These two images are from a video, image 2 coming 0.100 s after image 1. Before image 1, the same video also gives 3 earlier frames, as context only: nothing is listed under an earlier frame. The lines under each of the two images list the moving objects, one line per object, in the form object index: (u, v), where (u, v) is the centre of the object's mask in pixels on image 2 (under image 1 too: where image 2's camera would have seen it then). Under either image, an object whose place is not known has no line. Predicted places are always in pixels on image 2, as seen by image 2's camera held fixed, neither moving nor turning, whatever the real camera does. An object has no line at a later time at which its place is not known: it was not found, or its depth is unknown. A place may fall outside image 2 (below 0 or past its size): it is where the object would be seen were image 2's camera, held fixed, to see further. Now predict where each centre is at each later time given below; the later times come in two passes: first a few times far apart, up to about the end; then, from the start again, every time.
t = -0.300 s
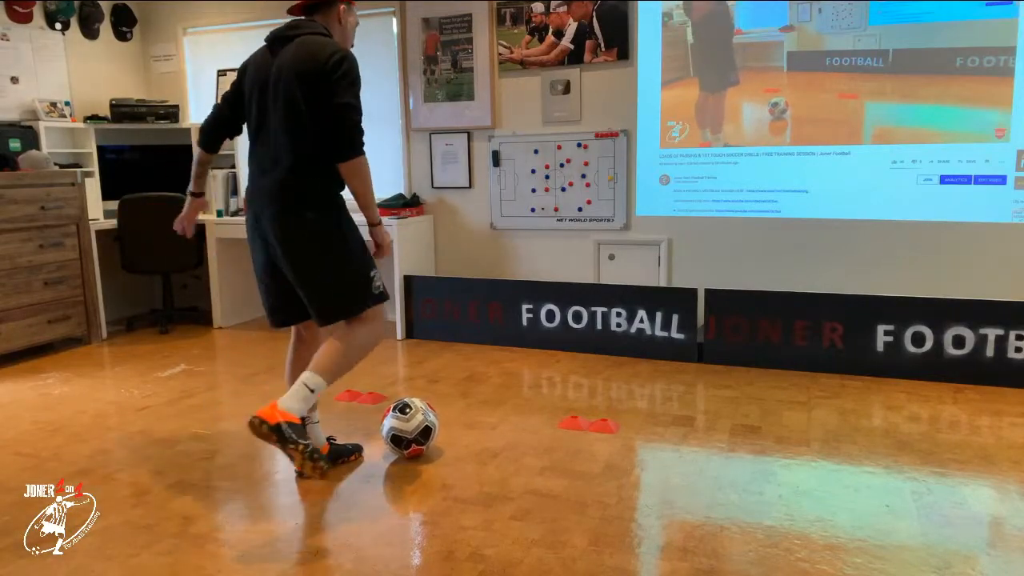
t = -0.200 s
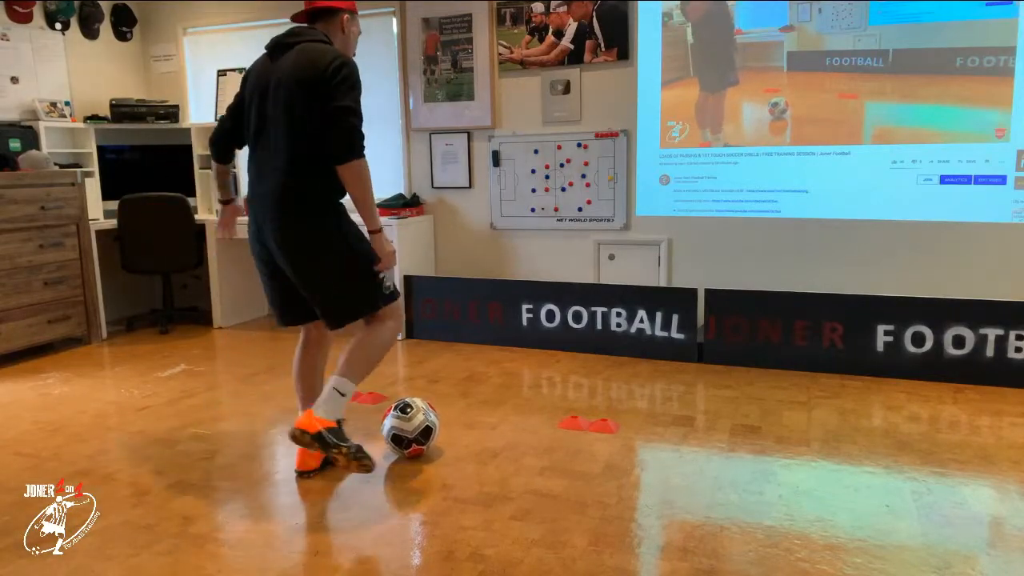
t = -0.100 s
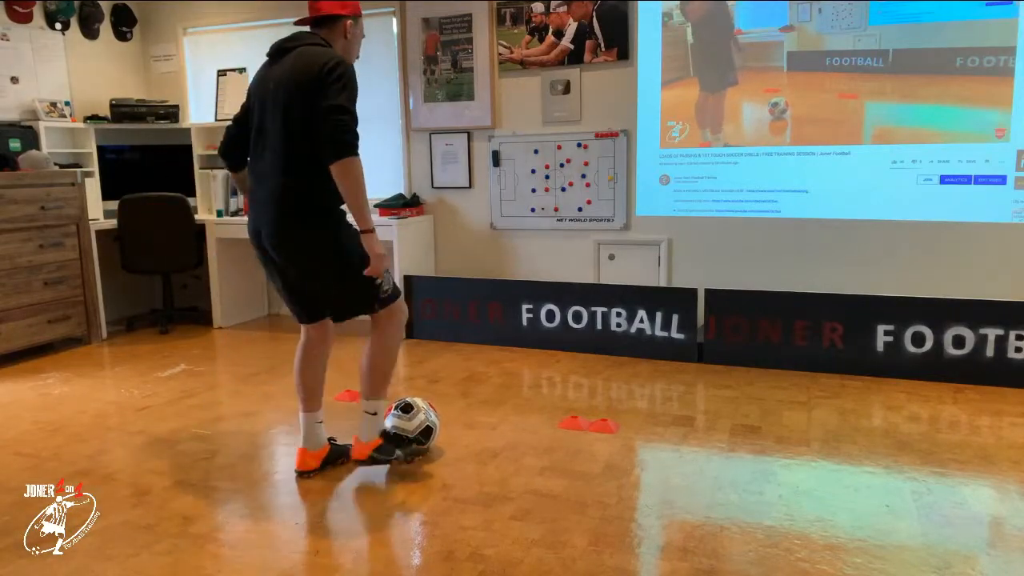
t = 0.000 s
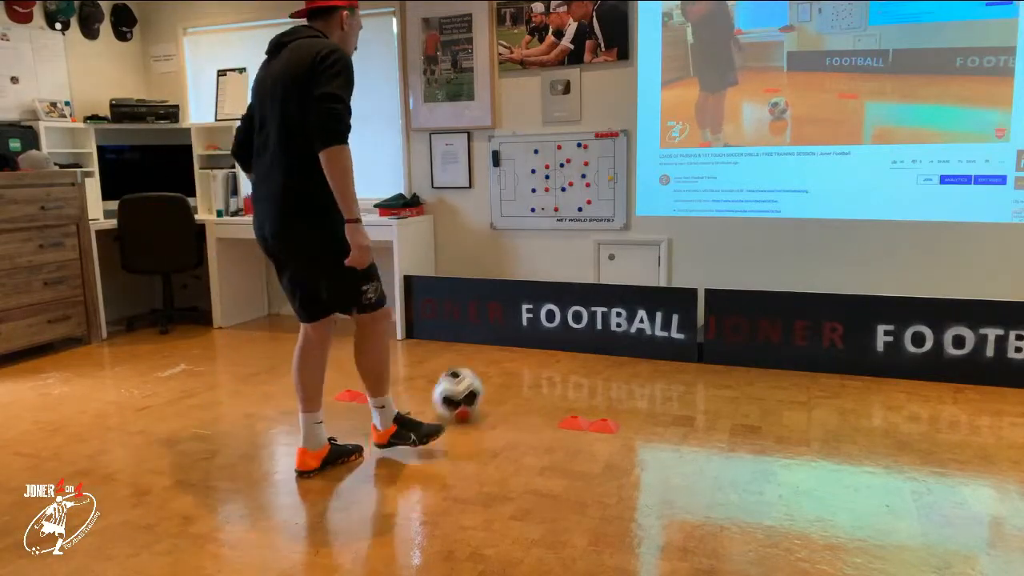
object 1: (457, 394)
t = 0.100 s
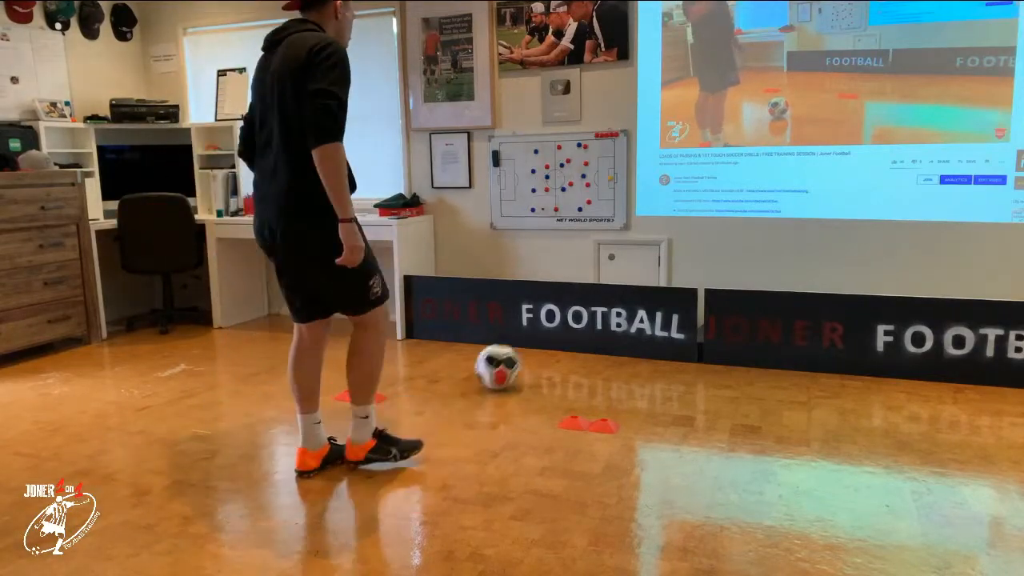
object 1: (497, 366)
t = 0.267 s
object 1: (541, 337)
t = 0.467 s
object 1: (517, 353)
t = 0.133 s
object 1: (508, 359)
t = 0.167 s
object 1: (518, 353)
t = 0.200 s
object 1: (526, 348)
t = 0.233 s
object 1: (534, 342)
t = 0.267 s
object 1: (541, 337)
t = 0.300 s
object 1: (542, 334)
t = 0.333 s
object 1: (537, 334)
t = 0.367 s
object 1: (532, 335)
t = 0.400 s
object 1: (527, 339)
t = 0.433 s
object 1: (522, 345)
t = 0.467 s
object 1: (517, 353)
